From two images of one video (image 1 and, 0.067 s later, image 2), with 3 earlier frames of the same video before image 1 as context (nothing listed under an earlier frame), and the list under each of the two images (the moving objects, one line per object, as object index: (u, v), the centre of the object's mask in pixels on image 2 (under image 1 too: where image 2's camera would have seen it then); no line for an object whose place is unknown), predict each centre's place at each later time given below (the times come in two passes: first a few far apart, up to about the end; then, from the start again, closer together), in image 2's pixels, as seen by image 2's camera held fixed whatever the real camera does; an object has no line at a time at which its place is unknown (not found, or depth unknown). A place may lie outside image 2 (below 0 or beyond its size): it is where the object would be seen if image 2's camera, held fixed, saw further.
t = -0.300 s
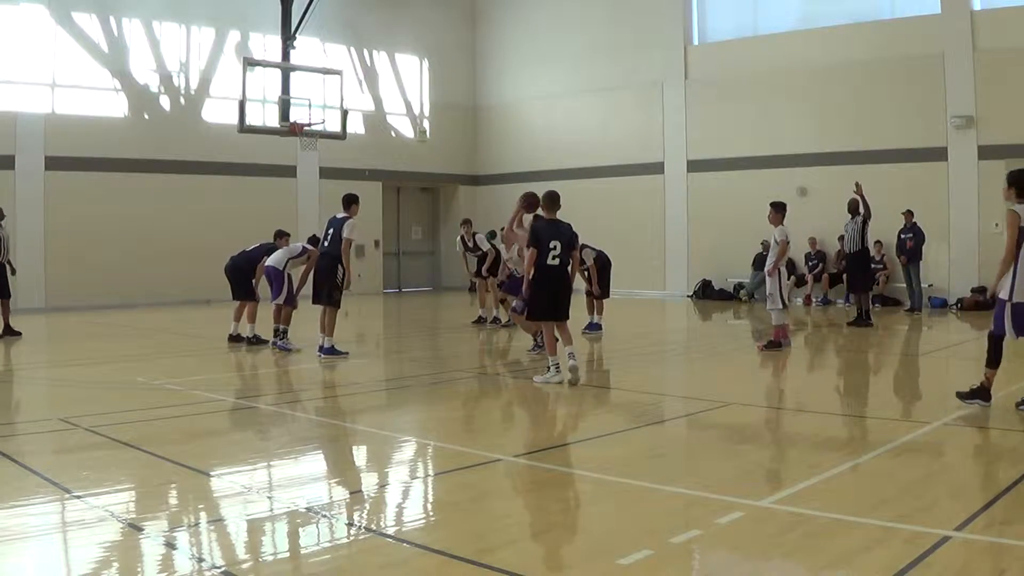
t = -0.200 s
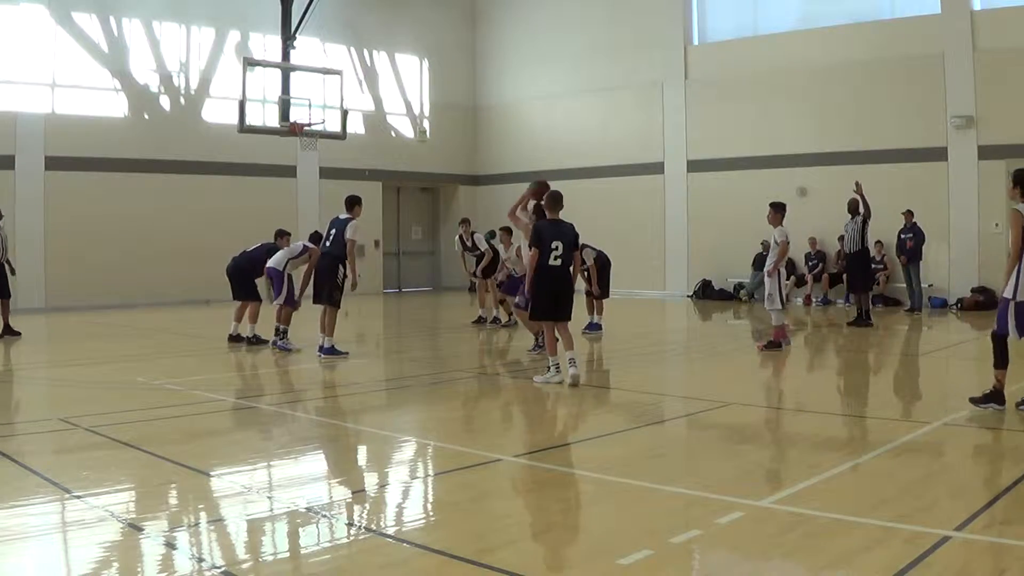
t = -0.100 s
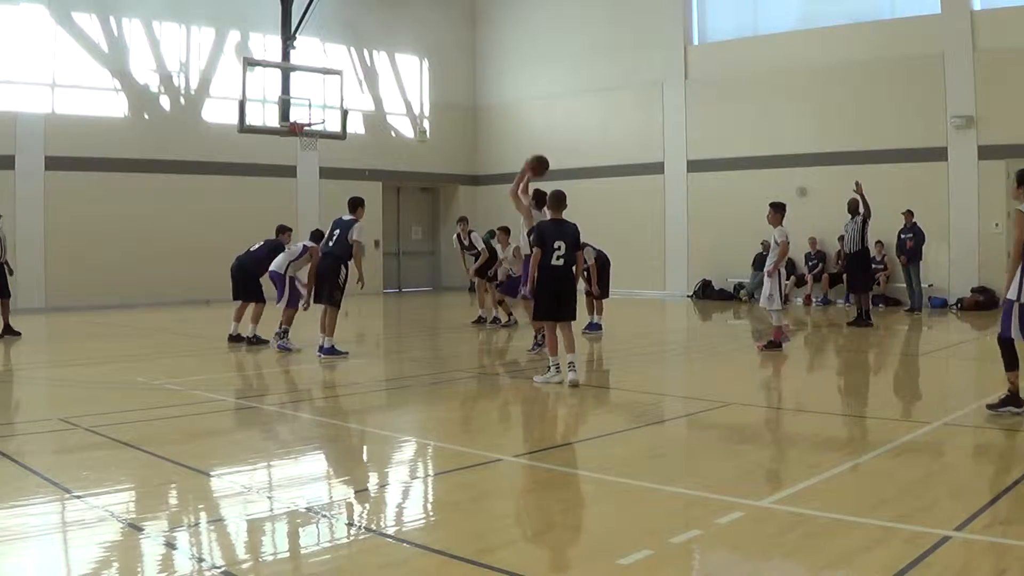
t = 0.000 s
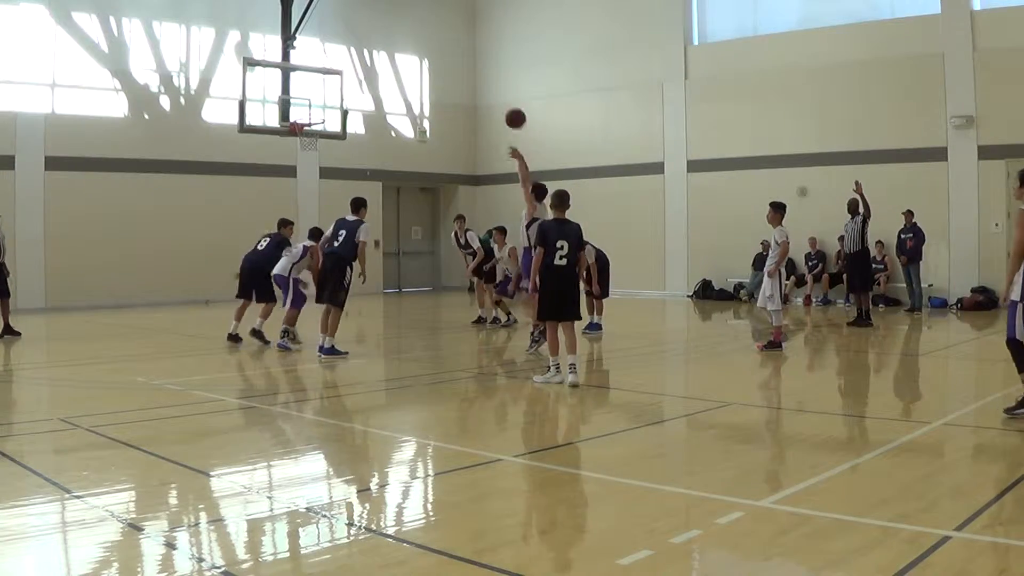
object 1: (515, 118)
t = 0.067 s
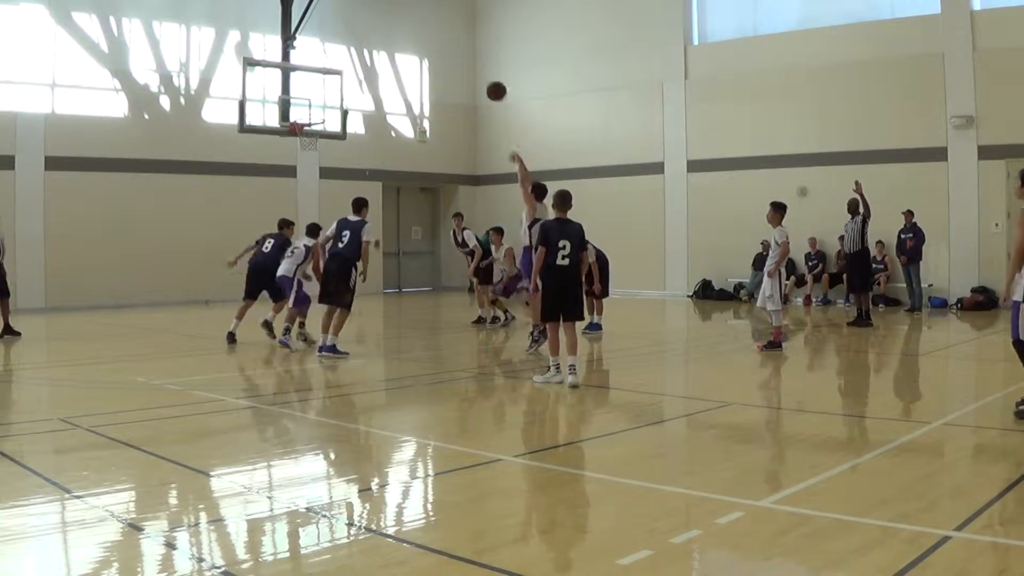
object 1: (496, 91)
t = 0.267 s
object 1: (443, 37)
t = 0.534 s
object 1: (383, 19)
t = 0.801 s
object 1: (331, 52)
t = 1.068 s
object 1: (294, 110)
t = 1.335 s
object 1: (312, 90)
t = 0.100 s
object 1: (487, 79)
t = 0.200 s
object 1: (460, 51)
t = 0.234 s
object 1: (451, 43)
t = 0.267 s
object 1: (443, 37)
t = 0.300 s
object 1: (435, 32)
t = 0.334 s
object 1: (427, 27)
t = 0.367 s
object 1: (419, 24)
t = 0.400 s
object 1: (412, 21)
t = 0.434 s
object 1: (404, 19)
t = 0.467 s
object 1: (397, 19)
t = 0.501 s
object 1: (390, 19)
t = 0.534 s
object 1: (383, 19)
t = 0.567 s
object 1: (376, 21)
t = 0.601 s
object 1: (369, 23)
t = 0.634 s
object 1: (362, 27)
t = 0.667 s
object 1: (356, 30)
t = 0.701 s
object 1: (350, 35)
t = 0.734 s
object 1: (343, 39)
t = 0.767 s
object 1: (337, 45)
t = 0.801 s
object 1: (331, 52)
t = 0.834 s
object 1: (325, 60)
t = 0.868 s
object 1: (320, 67)
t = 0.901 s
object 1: (314, 75)
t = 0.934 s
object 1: (308, 85)
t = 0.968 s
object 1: (302, 95)
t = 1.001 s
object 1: (297, 104)
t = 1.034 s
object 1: (294, 114)
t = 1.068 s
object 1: (294, 110)
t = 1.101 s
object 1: (295, 105)
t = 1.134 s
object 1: (297, 102)
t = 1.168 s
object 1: (299, 98)
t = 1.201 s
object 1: (302, 95)
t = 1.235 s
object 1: (304, 93)
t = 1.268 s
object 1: (307, 92)
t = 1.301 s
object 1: (309, 91)
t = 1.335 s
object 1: (312, 90)
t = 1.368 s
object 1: (315, 91)
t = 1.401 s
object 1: (318, 92)
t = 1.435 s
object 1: (320, 94)
